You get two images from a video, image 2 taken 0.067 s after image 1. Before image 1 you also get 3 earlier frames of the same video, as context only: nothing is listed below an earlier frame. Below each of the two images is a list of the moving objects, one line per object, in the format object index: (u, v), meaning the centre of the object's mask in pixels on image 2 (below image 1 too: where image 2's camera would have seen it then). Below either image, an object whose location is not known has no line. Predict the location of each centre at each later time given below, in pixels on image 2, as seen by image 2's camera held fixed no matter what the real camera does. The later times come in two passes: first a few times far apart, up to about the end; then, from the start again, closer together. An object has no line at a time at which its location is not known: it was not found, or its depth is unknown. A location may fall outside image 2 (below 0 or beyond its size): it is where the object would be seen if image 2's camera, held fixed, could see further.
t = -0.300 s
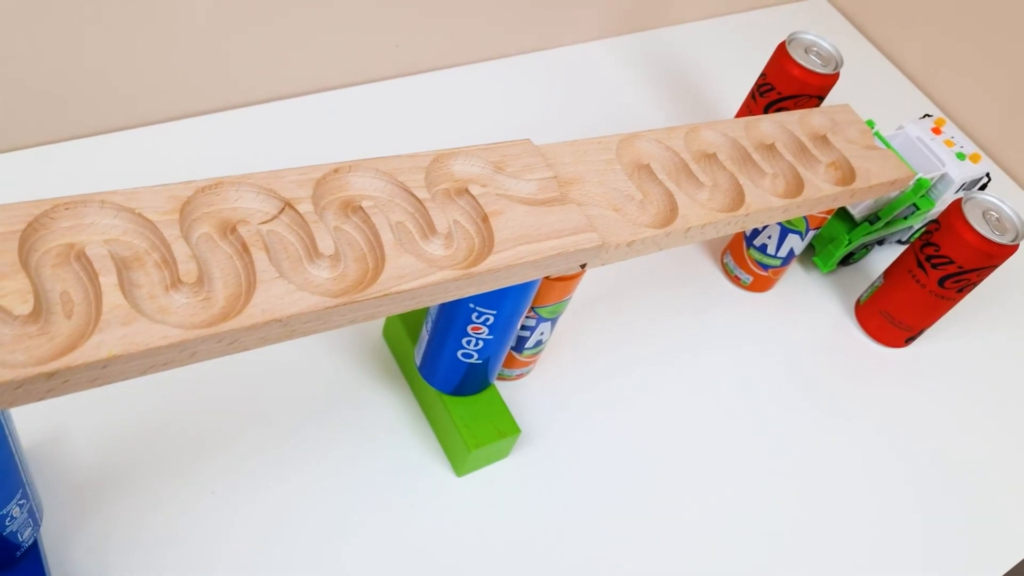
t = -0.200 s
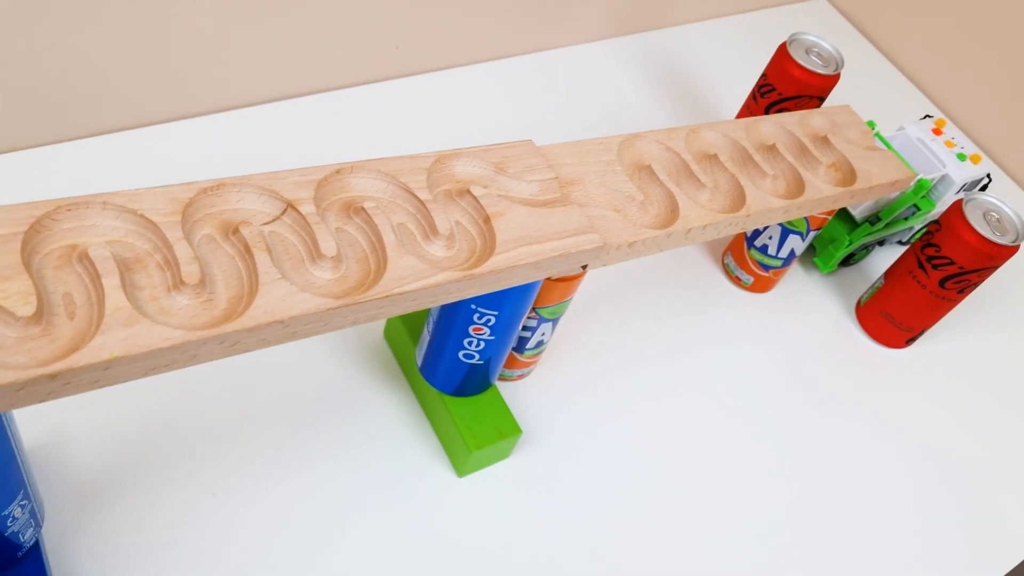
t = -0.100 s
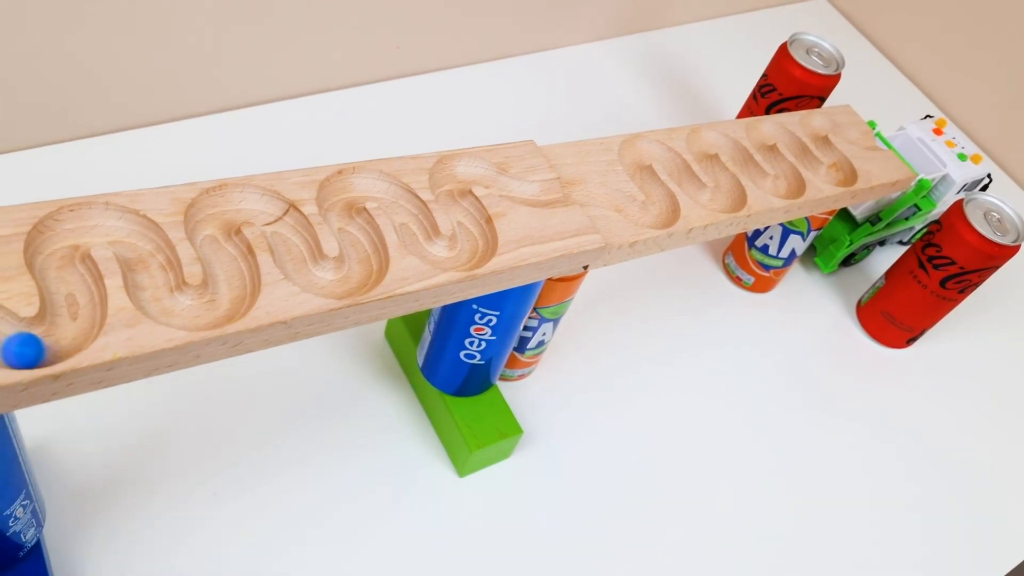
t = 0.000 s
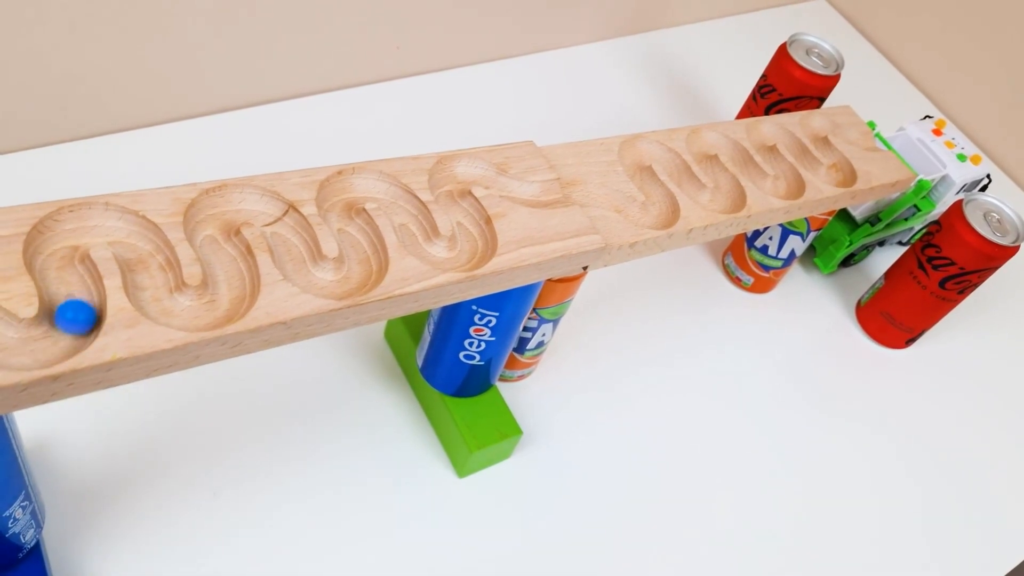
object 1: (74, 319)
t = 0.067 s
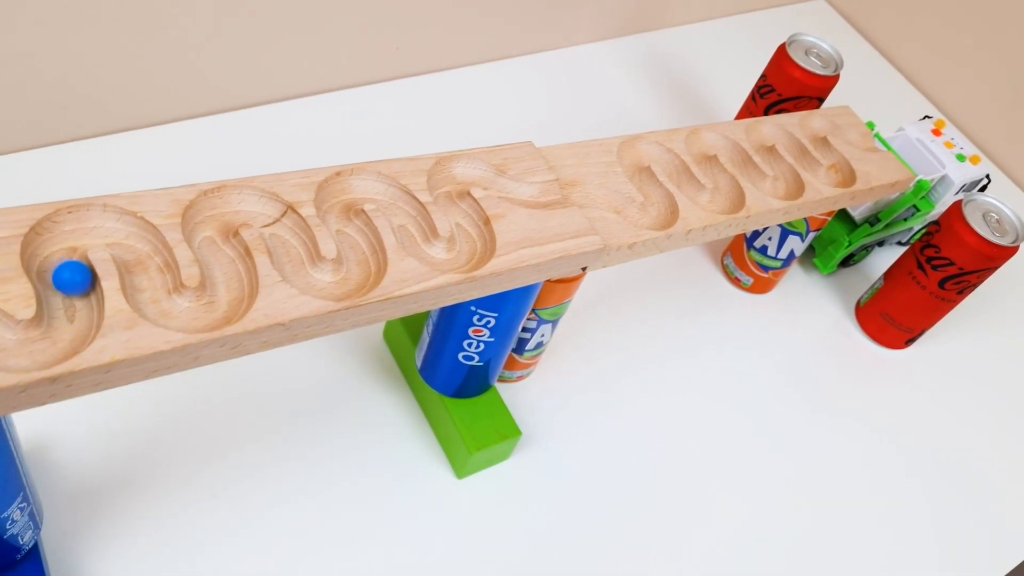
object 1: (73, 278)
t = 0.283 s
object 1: (111, 222)
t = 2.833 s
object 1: (654, 186)
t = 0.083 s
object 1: (65, 271)
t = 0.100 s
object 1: (55, 265)
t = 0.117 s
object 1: (47, 257)
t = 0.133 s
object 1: (43, 250)
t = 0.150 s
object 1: (44, 245)
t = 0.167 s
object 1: (50, 243)
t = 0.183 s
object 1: (59, 242)
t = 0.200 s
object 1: (69, 238)
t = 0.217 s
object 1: (77, 233)
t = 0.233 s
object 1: (85, 228)
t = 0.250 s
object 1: (94, 224)
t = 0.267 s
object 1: (103, 221)
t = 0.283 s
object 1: (111, 222)
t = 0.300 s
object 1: (118, 227)
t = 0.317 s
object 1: (125, 234)
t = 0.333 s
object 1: (132, 241)
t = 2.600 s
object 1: (617, 197)
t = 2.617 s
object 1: (625, 197)
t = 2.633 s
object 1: (631, 200)
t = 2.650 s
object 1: (636, 206)
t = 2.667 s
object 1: (640, 214)
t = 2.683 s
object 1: (648, 219)
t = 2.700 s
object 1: (657, 220)
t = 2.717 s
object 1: (662, 219)
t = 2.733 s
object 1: (664, 218)
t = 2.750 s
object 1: (664, 215)
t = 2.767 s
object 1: (662, 210)
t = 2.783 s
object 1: (660, 203)
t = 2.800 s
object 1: (660, 197)
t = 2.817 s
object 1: (658, 191)
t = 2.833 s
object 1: (654, 186)
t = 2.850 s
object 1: (648, 183)
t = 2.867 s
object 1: (641, 180)
